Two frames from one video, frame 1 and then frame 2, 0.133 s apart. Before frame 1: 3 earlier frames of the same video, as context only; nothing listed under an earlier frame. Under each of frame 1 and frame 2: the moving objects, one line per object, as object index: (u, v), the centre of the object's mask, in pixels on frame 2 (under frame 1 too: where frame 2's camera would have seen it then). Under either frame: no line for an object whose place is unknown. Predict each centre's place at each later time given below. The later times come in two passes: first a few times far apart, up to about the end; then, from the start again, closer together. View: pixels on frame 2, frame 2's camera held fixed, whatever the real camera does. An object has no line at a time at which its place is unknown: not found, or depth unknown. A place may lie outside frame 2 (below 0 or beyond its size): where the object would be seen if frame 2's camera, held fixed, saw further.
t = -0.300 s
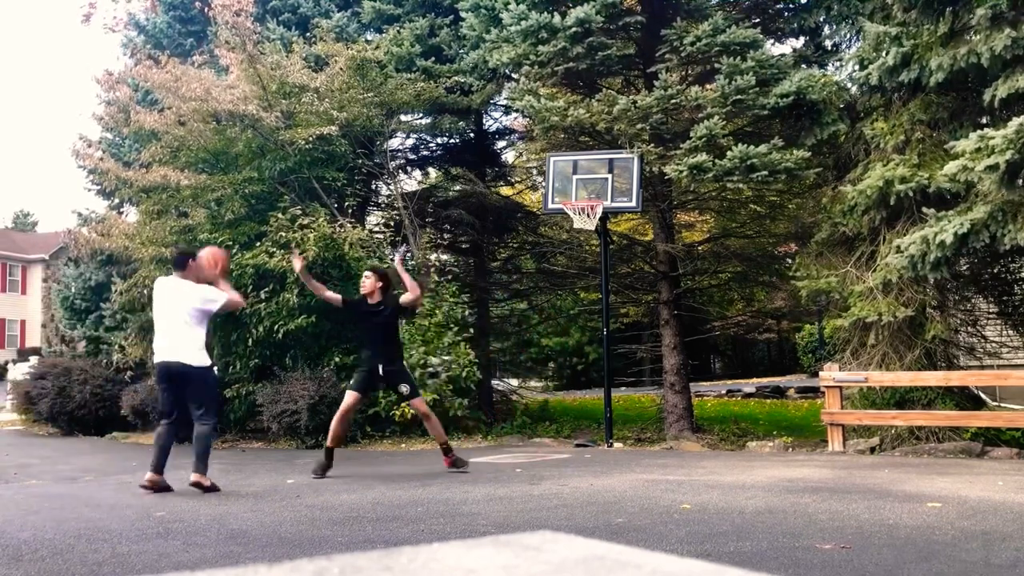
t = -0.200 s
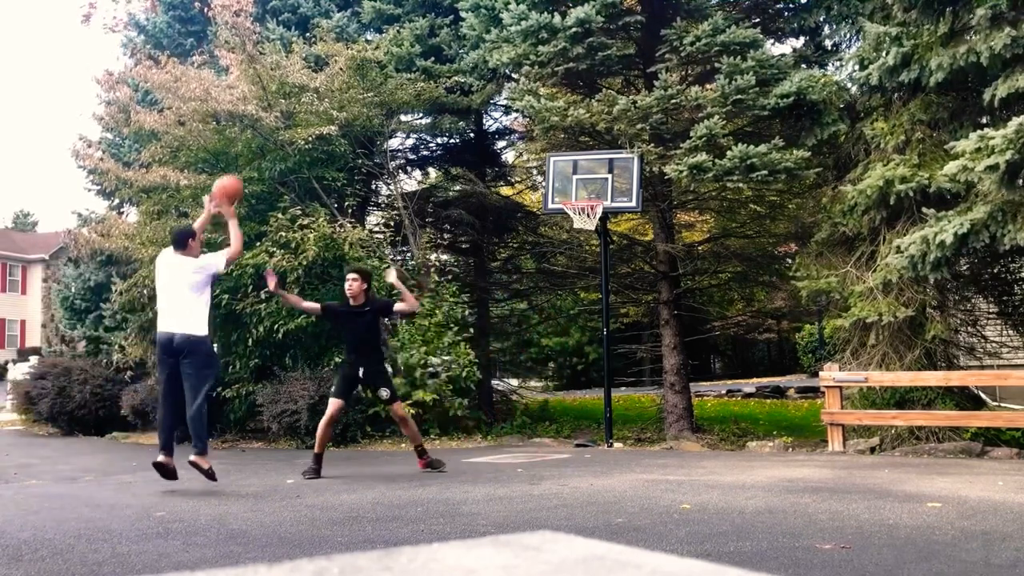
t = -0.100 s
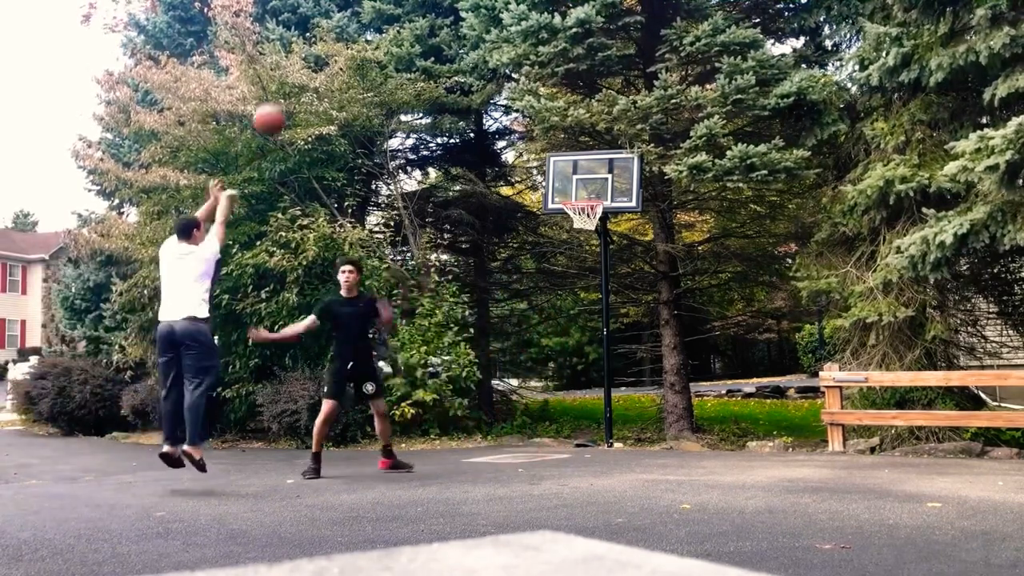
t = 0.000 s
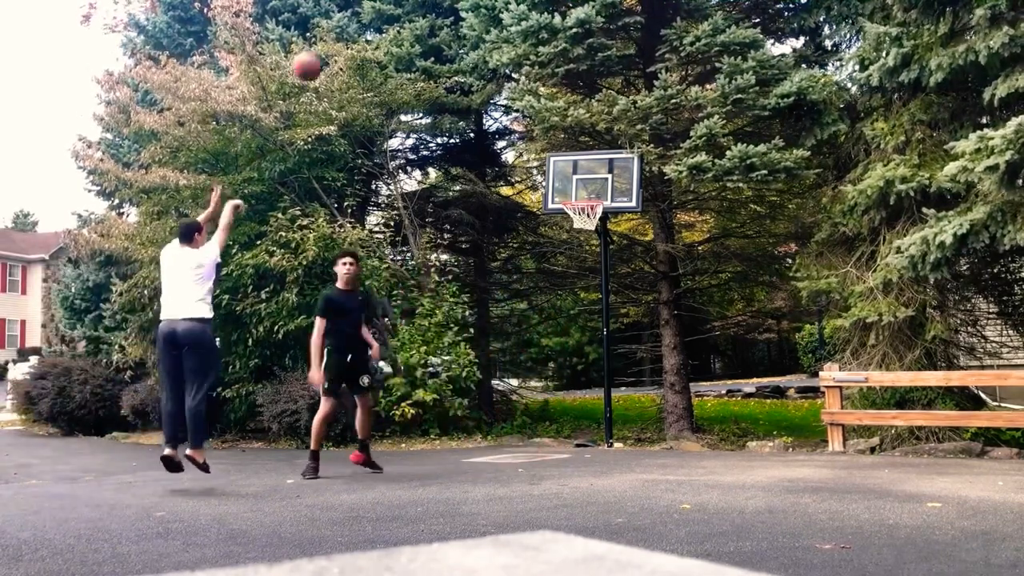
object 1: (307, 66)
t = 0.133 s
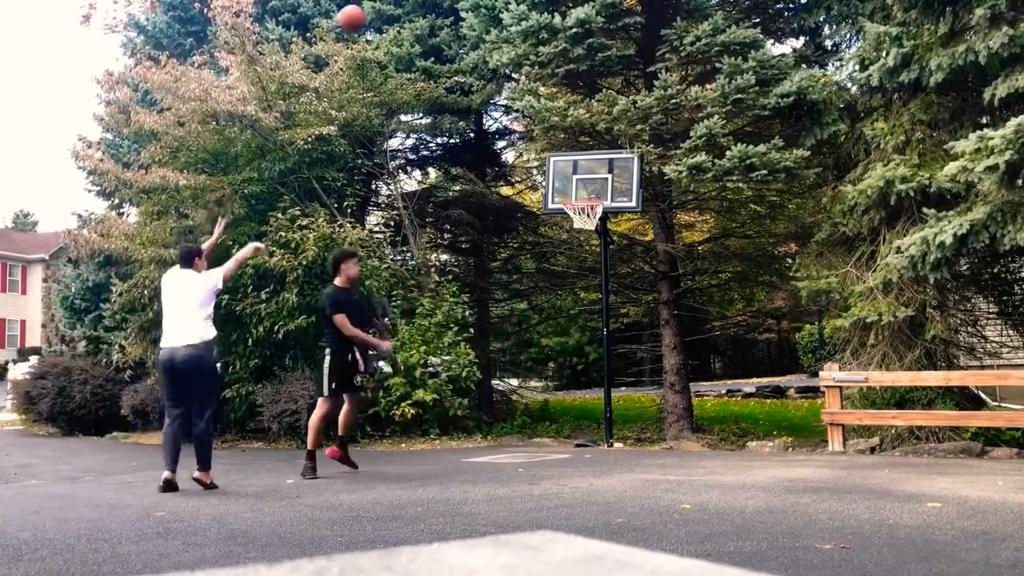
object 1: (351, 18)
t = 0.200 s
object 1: (372, 8)
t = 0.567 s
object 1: (473, 8)
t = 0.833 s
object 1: (534, 80)
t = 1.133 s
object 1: (583, 207)
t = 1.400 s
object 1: (588, 230)
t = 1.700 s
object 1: (598, 286)
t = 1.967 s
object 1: (612, 401)
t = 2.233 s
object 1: (620, 367)
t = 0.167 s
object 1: (363, 11)
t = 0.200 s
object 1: (372, 8)
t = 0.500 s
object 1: (454, 4)
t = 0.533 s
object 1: (464, 6)
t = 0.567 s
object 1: (473, 8)
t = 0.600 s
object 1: (481, 13)
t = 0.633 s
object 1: (489, 20)
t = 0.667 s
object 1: (497, 29)
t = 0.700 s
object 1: (505, 37)
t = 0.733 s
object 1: (513, 47)
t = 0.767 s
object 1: (520, 58)
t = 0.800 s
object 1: (527, 69)
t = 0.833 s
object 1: (534, 80)
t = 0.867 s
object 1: (541, 94)
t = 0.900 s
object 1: (548, 107)
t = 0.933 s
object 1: (556, 121)
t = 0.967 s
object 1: (562, 135)
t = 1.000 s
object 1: (570, 152)
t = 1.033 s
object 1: (576, 169)
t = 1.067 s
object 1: (584, 186)
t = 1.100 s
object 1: (590, 199)
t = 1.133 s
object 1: (583, 207)
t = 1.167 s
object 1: (575, 218)
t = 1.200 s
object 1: (571, 217)
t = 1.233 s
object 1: (571, 214)
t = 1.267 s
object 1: (576, 219)
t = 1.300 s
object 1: (578, 220)
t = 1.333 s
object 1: (580, 223)
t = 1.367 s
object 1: (585, 228)
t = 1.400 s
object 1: (588, 230)
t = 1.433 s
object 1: (590, 230)
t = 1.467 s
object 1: (591, 233)
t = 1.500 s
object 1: (592, 238)
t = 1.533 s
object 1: (593, 244)
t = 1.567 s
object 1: (594, 252)
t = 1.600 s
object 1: (595, 259)
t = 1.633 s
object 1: (597, 267)
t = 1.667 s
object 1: (598, 277)
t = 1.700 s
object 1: (598, 286)
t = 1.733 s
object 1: (600, 298)
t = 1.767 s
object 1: (602, 310)
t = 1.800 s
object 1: (603, 323)
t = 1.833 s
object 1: (605, 336)
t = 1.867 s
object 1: (606, 351)
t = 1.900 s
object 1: (608, 366)
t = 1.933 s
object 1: (610, 382)
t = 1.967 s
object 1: (612, 401)
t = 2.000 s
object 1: (613, 418)
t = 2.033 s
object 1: (615, 438)
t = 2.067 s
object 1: (616, 427)
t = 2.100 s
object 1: (616, 414)
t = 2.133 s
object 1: (617, 401)
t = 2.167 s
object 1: (619, 389)
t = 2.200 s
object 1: (620, 377)
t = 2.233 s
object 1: (620, 367)
